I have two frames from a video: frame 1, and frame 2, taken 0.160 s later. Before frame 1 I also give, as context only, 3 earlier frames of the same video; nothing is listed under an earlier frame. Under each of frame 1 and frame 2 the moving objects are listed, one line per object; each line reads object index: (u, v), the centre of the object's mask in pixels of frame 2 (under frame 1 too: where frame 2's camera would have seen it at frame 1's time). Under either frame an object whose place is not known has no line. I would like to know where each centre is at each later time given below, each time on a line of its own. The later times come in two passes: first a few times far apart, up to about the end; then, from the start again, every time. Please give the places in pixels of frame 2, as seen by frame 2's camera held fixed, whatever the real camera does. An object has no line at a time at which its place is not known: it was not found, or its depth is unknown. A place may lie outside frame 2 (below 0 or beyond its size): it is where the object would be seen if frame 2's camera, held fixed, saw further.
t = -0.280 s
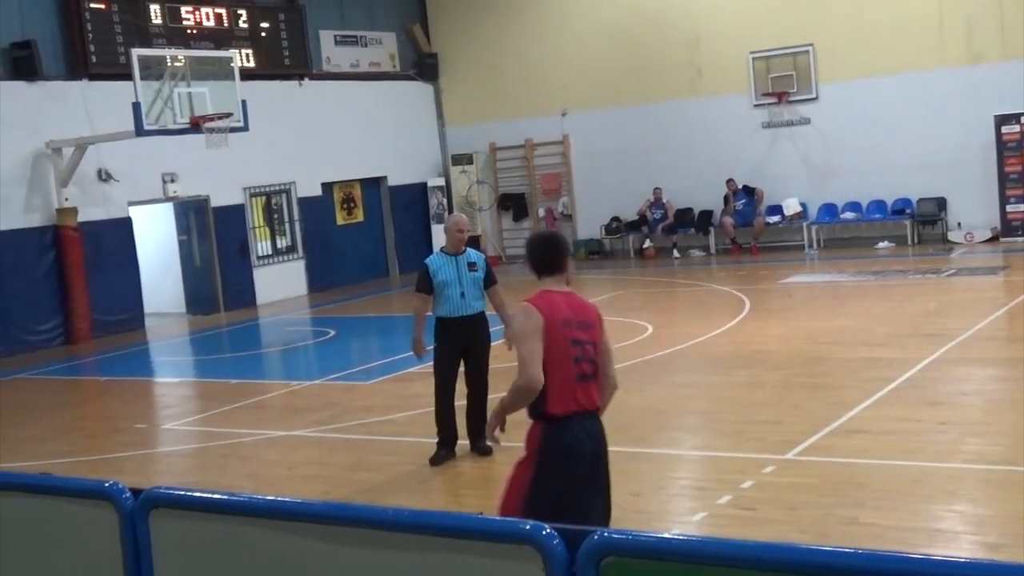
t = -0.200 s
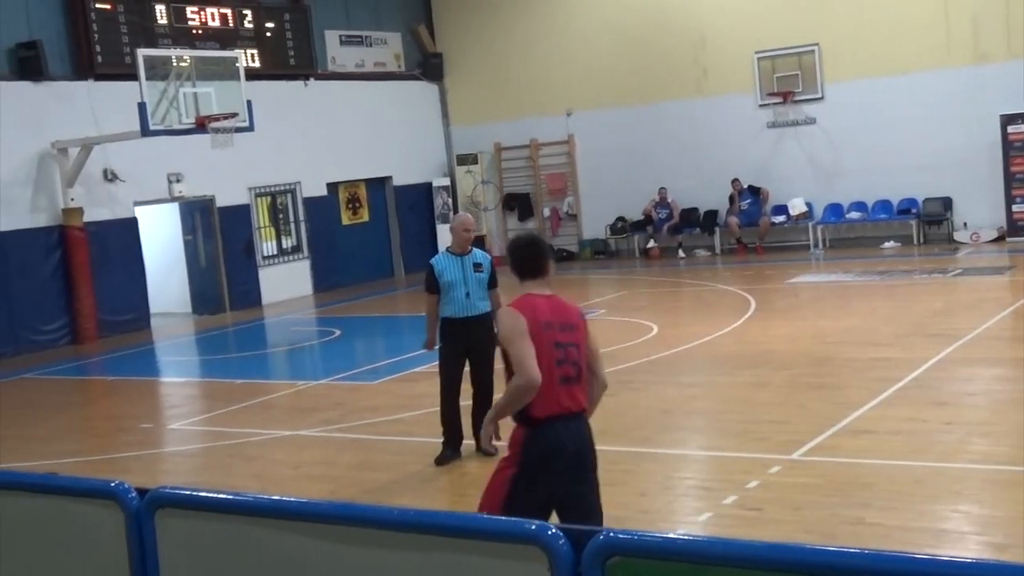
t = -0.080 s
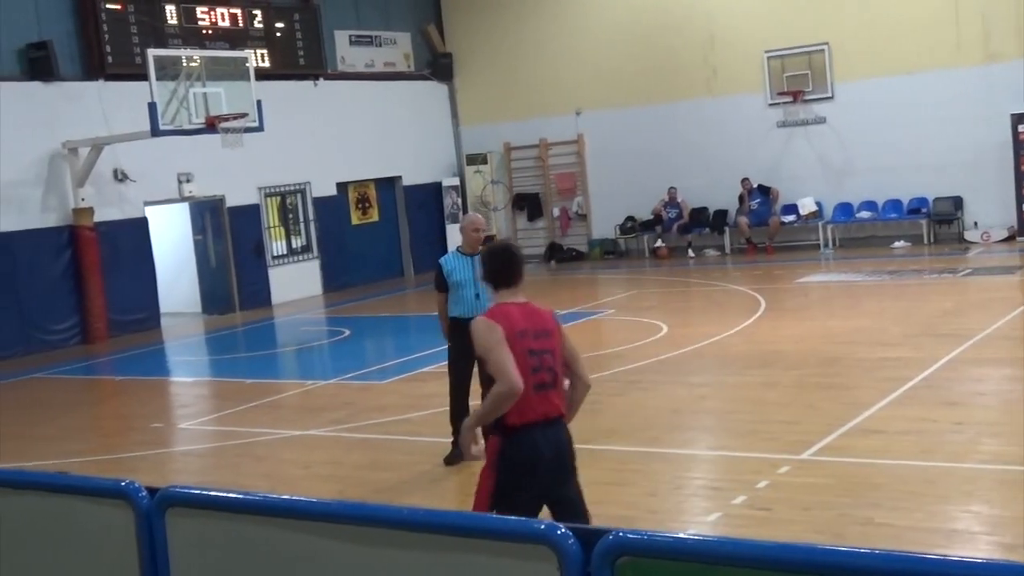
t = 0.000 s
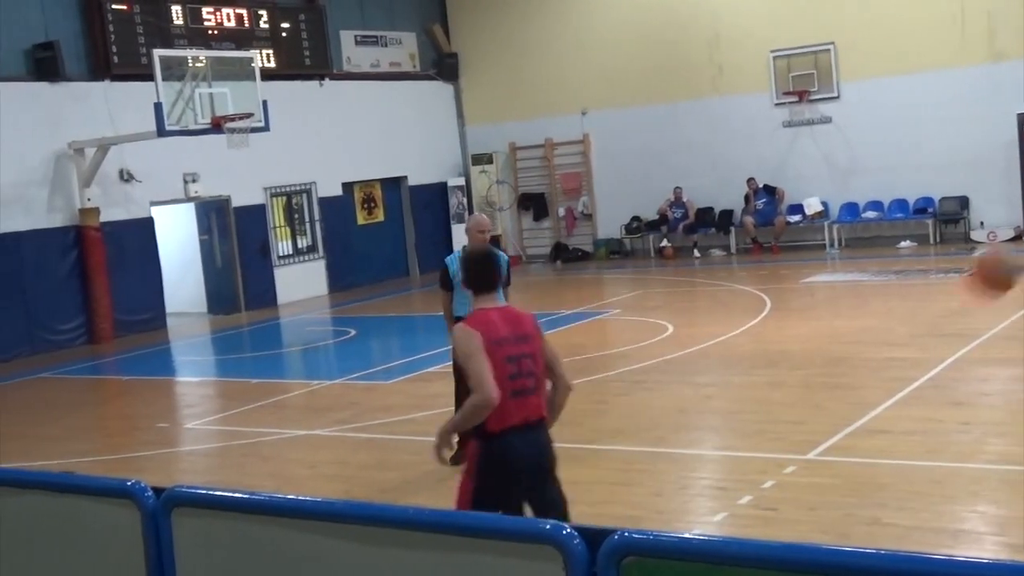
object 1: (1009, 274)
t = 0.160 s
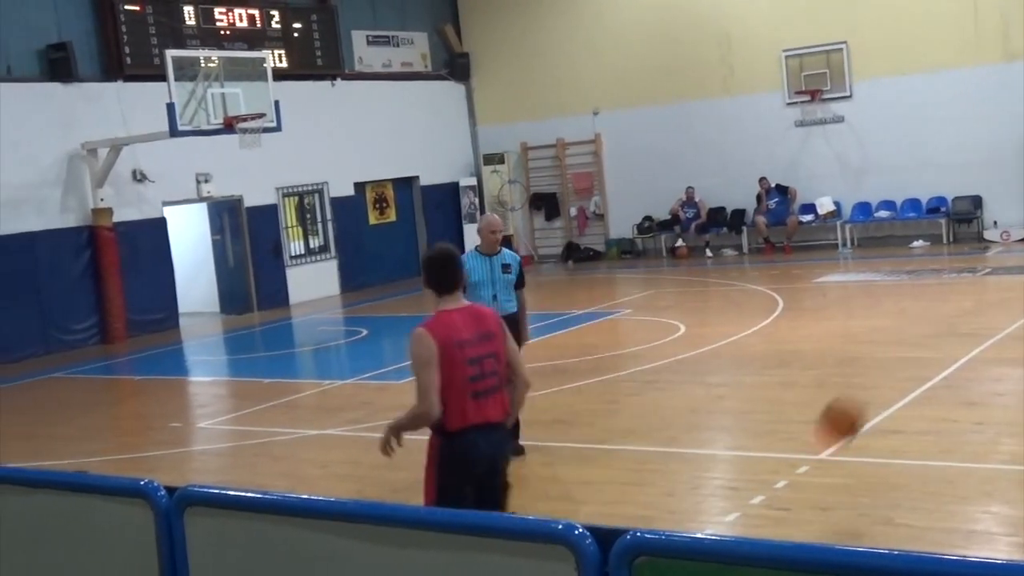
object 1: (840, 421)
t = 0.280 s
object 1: (754, 440)
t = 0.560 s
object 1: (626, 299)
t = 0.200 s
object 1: (804, 461)
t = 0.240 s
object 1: (775, 473)
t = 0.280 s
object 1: (754, 440)
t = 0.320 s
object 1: (734, 412)
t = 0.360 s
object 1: (715, 385)
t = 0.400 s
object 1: (697, 364)
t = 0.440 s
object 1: (678, 344)
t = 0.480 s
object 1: (660, 327)
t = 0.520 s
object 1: (643, 312)
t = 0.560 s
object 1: (626, 299)
